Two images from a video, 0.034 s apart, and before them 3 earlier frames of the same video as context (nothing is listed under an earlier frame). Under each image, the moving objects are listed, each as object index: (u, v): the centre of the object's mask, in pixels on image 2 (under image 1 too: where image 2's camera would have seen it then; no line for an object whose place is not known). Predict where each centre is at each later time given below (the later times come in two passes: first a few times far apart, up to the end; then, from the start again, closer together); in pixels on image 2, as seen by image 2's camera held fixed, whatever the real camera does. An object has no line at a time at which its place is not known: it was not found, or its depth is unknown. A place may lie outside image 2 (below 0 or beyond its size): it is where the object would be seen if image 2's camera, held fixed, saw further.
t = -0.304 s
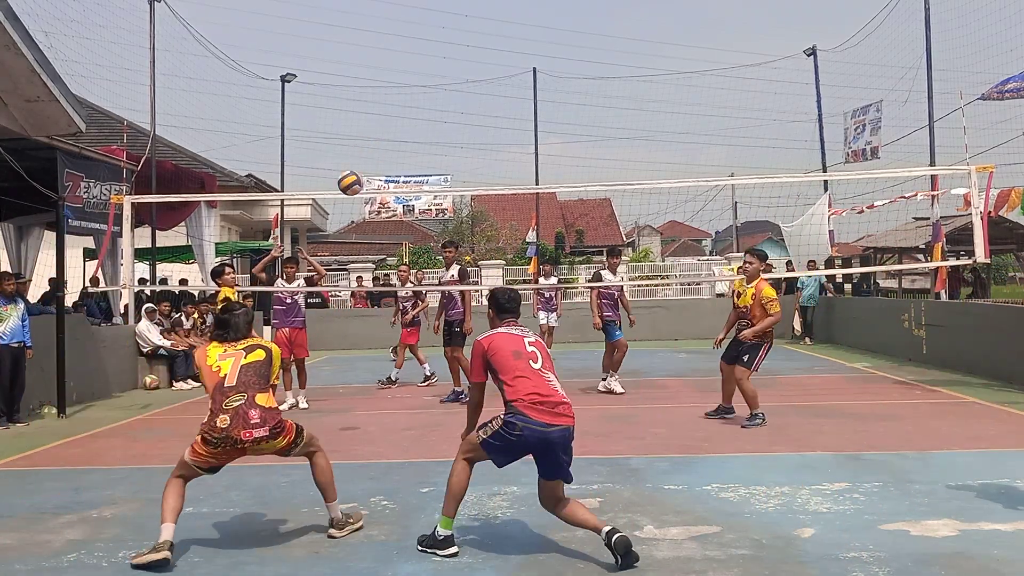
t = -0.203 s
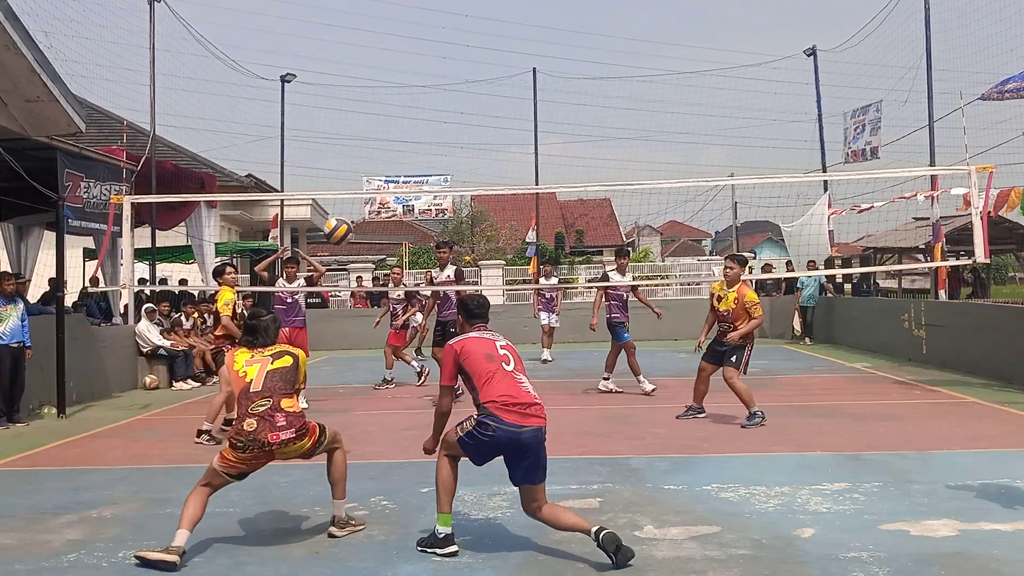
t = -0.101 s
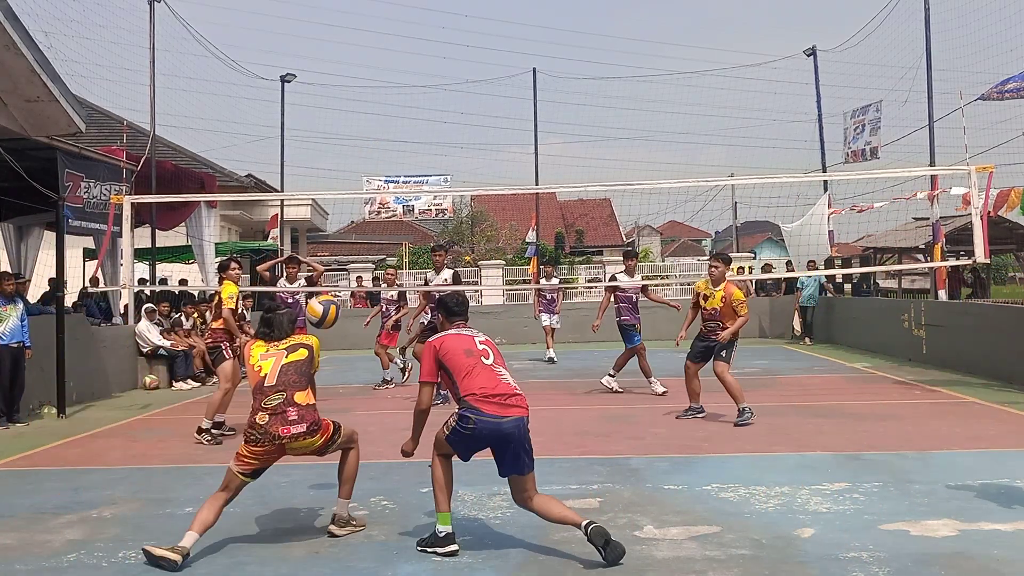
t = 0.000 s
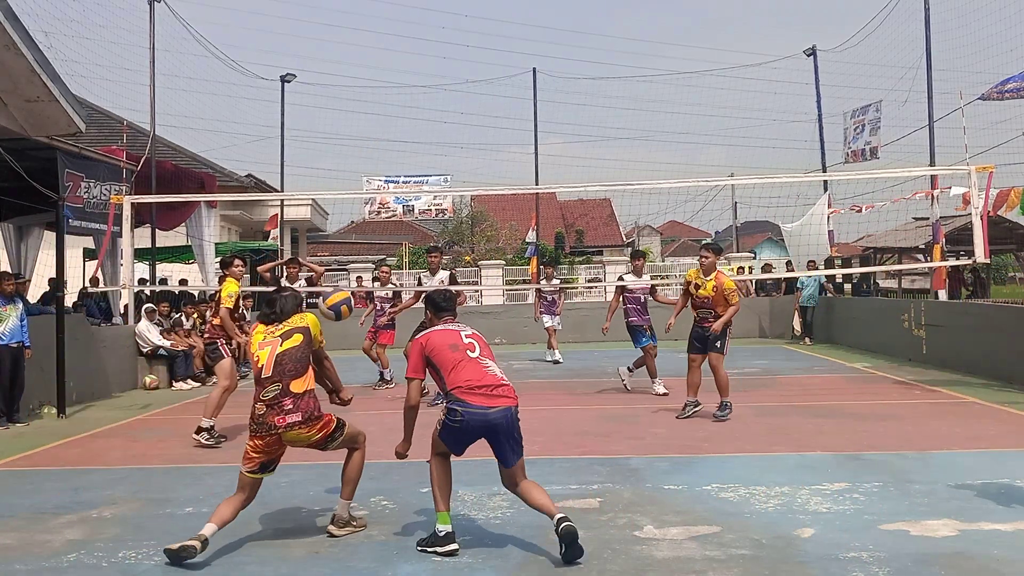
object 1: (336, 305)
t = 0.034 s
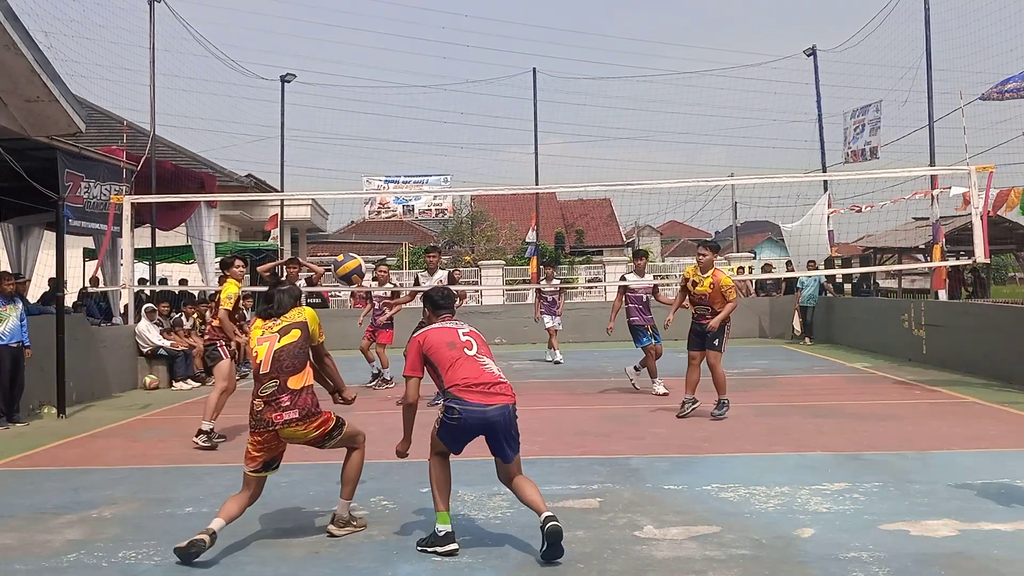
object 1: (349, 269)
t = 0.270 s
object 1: (423, 100)
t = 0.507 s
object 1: (482, 33)
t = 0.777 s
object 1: (536, 47)
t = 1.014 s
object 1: (572, 117)
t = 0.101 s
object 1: (372, 208)
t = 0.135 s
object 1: (383, 182)
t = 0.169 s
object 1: (394, 158)
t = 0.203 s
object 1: (404, 137)
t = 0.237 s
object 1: (414, 118)
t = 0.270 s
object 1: (423, 100)
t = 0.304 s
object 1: (432, 85)
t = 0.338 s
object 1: (441, 72)
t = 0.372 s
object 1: (450, 61)
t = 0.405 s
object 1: (458, 52)
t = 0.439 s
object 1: (466, 44)
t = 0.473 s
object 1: (474, 38)
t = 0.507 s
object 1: (482, 33)
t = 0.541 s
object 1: (489, 31)
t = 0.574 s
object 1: (497, 29)
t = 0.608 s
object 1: (504, 29)
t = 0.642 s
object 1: (511, 30)
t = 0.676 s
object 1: (517, 33)
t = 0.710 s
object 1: (523, 37)
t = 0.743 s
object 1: (530, 41)
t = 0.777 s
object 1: (536, 47)
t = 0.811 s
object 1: (542, 54)
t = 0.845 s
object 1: (547, 62)
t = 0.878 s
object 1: (553, 71)
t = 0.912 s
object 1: (558, 82)
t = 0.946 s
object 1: (563, 93)
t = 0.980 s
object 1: (567, 105)
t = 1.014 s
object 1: (572, 117)
